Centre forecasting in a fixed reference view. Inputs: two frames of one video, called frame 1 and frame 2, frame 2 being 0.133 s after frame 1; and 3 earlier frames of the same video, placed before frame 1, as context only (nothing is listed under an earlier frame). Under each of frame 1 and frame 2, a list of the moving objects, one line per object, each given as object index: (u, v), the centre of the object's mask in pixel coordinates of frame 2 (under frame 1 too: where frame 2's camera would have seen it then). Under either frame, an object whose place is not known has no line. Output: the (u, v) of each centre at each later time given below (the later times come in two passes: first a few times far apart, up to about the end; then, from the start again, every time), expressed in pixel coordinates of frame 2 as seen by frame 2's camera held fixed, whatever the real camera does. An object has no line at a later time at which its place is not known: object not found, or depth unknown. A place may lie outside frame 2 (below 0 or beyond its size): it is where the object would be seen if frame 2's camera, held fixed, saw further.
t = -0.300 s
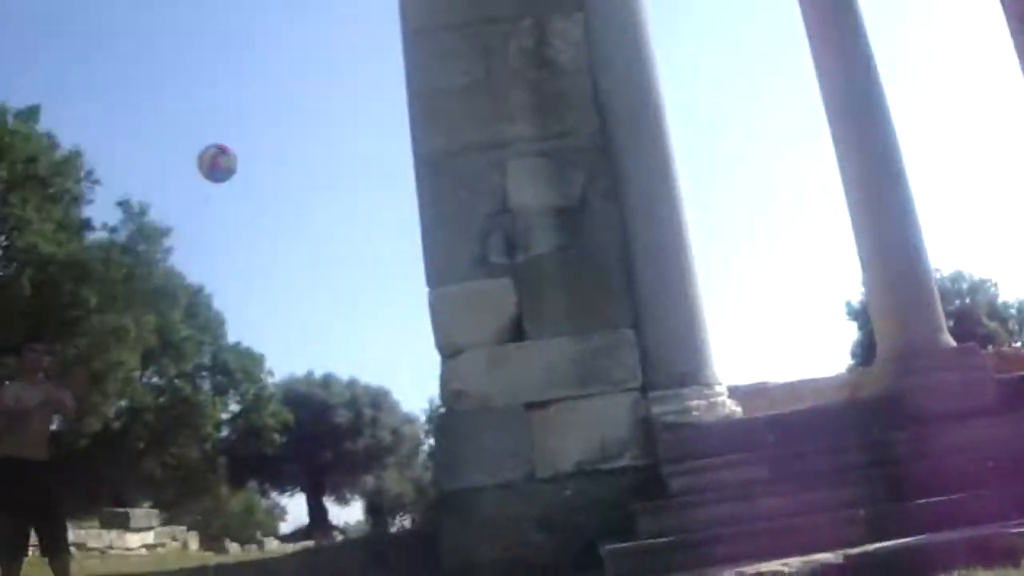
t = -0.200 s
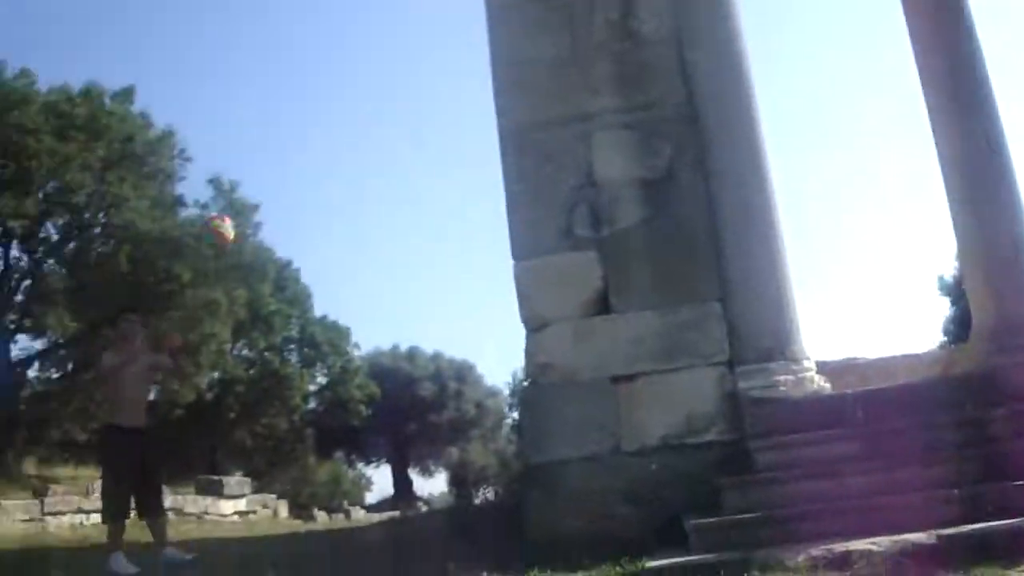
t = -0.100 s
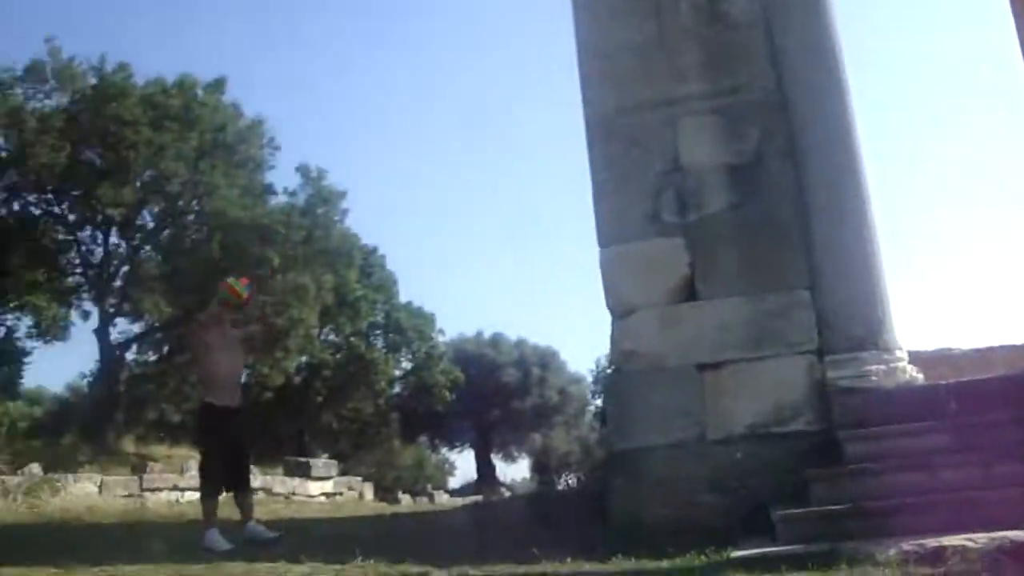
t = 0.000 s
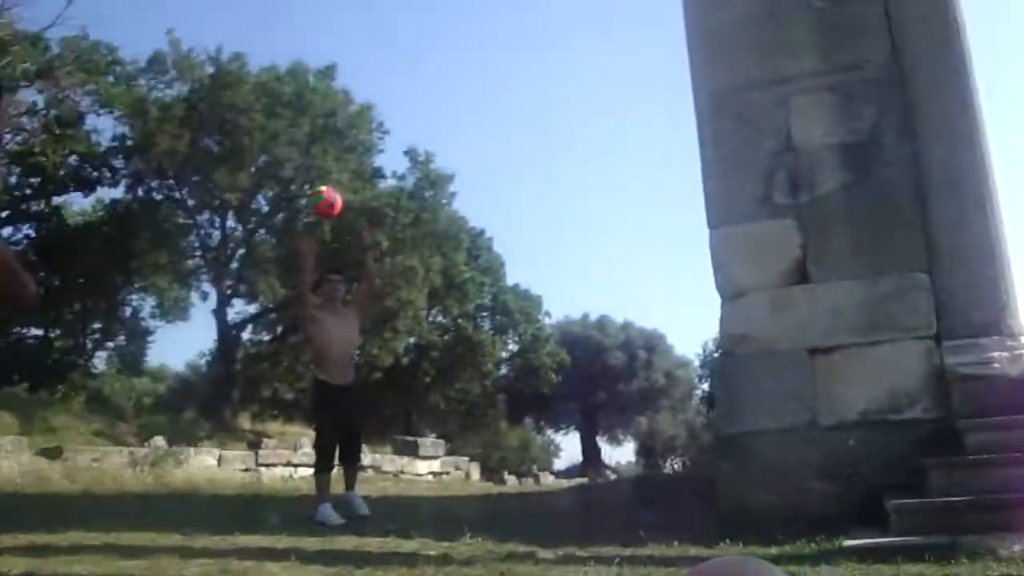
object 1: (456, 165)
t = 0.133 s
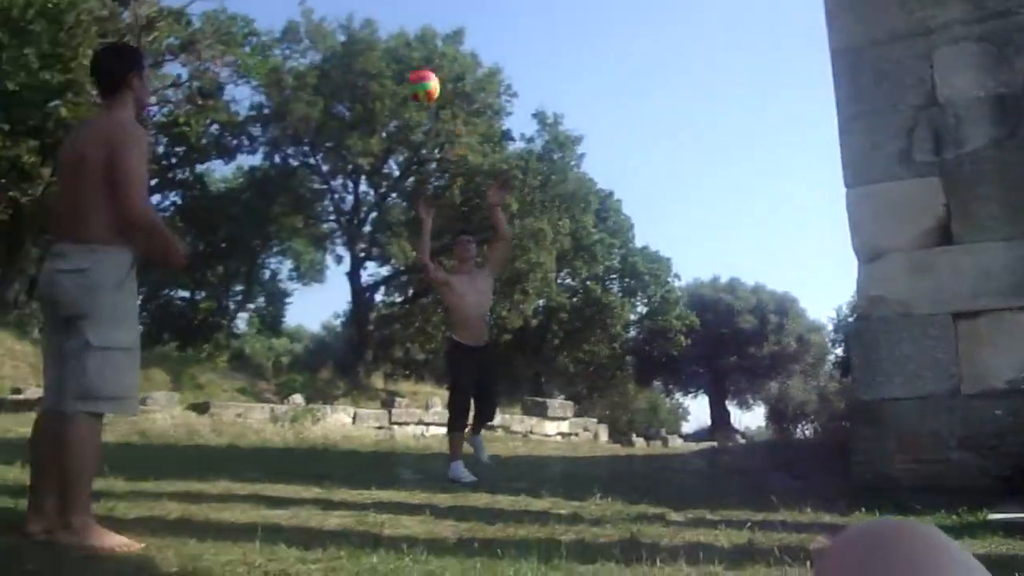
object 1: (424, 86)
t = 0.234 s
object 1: (395, 43)
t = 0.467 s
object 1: (324, -2)
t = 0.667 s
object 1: (249, 27)
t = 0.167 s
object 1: (413, 71)
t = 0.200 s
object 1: (407, 57)
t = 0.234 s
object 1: (395, 43)
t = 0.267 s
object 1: (386, 32)
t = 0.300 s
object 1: (376, 23)
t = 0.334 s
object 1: (366, 16)
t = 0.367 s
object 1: (356, 9)
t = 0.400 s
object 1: (346, 4)
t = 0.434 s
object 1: (335, 0)
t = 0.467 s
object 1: (324, -2)
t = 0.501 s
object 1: (313, -1)
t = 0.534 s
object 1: (301, 0)
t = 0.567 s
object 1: (289, 3)
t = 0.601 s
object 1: (277, 10)
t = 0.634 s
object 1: (263, 17)
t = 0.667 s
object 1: (249, 27)
